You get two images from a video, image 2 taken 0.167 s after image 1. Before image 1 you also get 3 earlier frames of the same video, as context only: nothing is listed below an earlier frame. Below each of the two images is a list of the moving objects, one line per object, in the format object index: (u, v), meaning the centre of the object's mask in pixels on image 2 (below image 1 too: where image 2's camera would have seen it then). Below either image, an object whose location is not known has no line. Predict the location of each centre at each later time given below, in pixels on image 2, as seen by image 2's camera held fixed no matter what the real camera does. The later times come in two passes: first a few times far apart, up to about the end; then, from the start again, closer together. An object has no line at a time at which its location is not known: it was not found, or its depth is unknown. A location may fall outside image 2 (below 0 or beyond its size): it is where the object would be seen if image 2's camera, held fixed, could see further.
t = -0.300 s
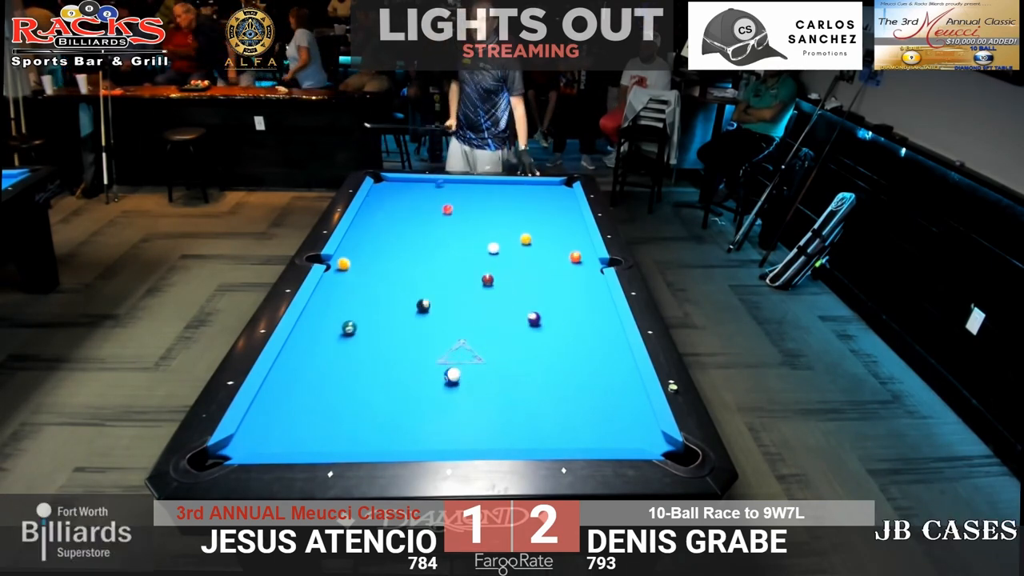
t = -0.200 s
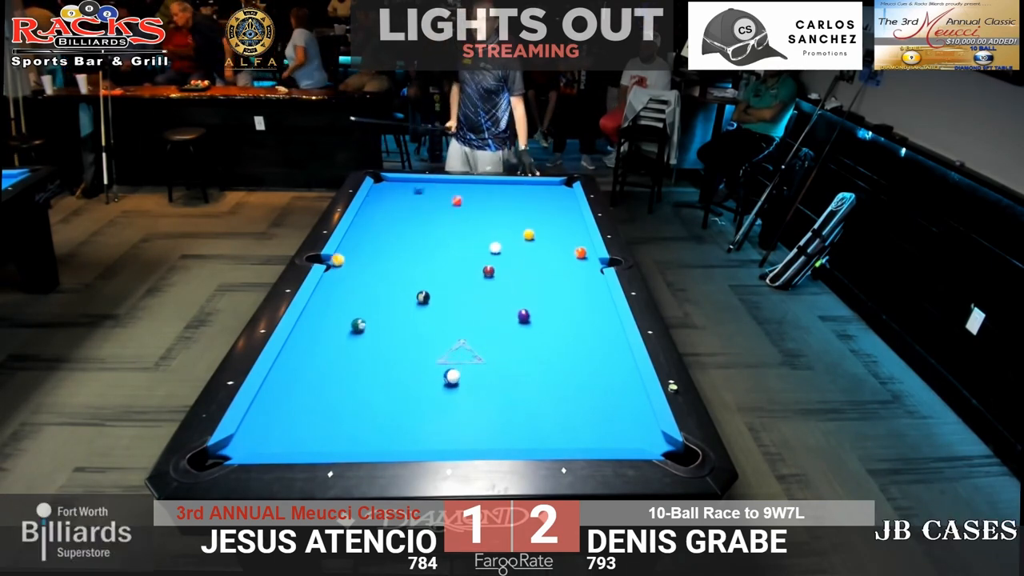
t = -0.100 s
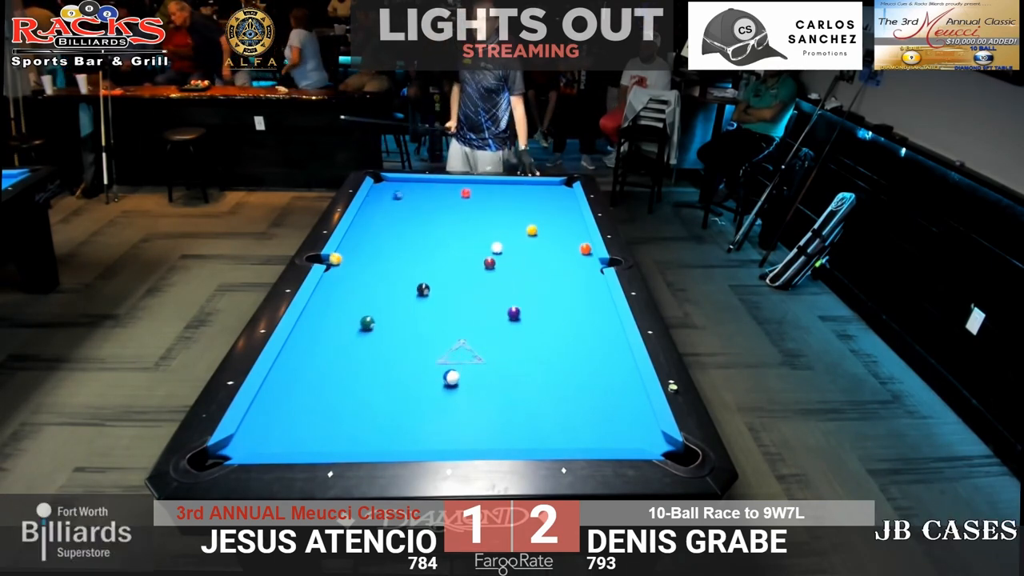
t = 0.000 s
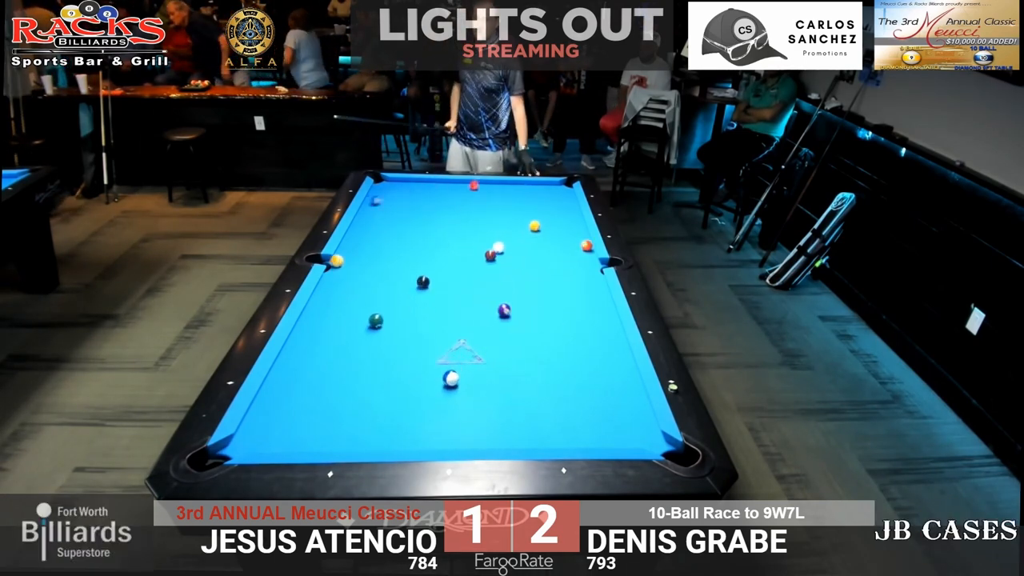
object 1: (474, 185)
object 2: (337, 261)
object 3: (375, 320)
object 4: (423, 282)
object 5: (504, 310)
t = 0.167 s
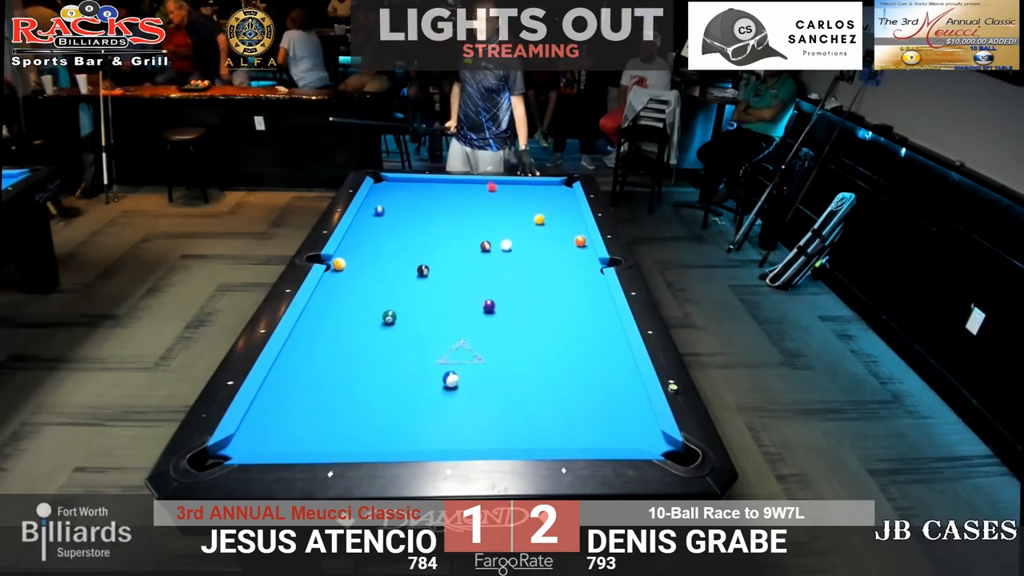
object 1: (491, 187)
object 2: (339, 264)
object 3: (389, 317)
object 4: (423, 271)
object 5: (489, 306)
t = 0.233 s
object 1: (500, 190)
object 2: (339, 265)
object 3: (394, 315)
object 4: (423, 266)
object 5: (483, 304)
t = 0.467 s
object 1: (530, 201)
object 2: (342, 269)
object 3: (411, 311)
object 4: (422, 252)
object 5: (463, 299)
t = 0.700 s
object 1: (537, 208)
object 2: (345, 273)
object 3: (426, 307)
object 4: (418, 251)
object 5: (444, 294)
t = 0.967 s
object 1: (538, 213)
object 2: (347, 277)
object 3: (442, 303)
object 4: (408, 261)
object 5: (425, 288)
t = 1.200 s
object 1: (539, 219)
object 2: (349, 280)
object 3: (455, 300)
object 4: (400, 269)
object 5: (409, 284)
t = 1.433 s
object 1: (532, 220)
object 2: (350, 283)
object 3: (466, 297)
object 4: (388, 275)
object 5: (397, 282)
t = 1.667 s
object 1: (525, 226)
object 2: (352, 286)
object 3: (476, 294)
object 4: (372, 276)
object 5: (391, 286)
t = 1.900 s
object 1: (518, 229)
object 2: (353, 288)
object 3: (485, 292)
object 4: (357, 276)
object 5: (386, 289)
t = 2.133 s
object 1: (512, 232)
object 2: (354, 289)
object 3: (492, 289)
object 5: (381, 292)
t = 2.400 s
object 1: (505, 235)
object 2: (354, 290)
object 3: (500, 287)
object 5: (376, 294)
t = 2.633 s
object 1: (499, 238)
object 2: (354, 291)
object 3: (506, 285)
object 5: (373, 297)
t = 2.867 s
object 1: (494, 240)
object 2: (354, 291)
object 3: (511, 284)
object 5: (370, 298)
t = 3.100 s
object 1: (490, 243)
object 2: (354, 291)
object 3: (515, 283)
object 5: (368, 299)
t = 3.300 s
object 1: (486, 244)
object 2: (354, 291)
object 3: (518, 282)
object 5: (367, 300)
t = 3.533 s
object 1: (483, 246)
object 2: (354, 291)
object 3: (520, 281)
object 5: (366, 300)
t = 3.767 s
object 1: (480, 247)
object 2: (354, 291)
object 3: (522, 281)
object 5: (366, 300)
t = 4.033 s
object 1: (477, 249)
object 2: (354, 291)
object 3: (523, 280)
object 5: (367, 300)
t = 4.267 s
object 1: (476, 250)
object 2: (354, 291)
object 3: (523, 280)
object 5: (367, 300)
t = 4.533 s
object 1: (474, 251)
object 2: (354, 291)
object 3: (523, 280)
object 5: (367, 300)
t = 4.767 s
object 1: (474, 251)
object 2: (354, 291)
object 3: (523, 280)
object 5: (367, 300)
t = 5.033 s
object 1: (474, 251)
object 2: (354, 291)
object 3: (523, 281)
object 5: (367, 300)
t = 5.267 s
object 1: (474, 251)
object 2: (354, 291)
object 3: (523, 280)
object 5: (367, 300)
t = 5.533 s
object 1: (474, 251)
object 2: (354, 291)
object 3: (523, 281)
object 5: (367, 300)
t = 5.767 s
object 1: (474, 251)
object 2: (354, 291)
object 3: (523, 281)
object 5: (367, 300)
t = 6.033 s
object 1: (474, 251)
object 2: (354, 291)
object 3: (523, 281)
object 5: (367, 300)
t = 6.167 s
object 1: (474, 251)
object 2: (354, 291)
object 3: (523, 280)
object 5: (367, 300)
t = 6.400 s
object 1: (474, 251)
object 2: (354, 291)
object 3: (523, 280)
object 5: (367, 300)
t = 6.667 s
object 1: (474, 251)
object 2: (354, 291)
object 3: (523, 280)
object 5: (367, 300)
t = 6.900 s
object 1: (474, 251)
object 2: (354, 291)
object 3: (523, 281)
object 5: (367, 300)
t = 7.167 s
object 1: (474, 251)
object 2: (354, 291)
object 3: (523, 280)
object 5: (367, 300)
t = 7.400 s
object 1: (474, 251)
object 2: (354, 291)
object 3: (523, 280)
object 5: (367, 300)
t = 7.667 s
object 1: (474, 251)
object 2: (354, 291)
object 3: (523, 280)
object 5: (367, 300)
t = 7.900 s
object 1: (474, 251)
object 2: (354, 291)
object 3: (523, 281)
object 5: (367, 300)
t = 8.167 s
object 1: (474, 251)
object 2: (354, 291)
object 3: (523, 280)
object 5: (367, 300)
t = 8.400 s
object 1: (474, 251)
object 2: (354, 291)
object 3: (523, 281)
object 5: (367, 300)
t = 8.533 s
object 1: (474, 251)
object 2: (354, 291)
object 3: (523, 280)
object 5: (367, 300)
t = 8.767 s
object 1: (474, 251)
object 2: (354, 291)
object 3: (523, 281)
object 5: (367, 300)
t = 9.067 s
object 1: (474, 251)
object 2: (354, 291)
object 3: (523, 281)
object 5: (367, 300)
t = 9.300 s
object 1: (474, 251)
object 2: (354, 291)
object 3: (523, 280)
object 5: (367, 300)
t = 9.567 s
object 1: (474, 251)
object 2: (354, 291)
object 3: (523, 281)
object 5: (367, 300)
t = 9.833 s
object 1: (474, 251)
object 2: (354, 291)
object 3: (523, 281)
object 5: (367, 300)
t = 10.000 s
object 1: (474, 251)
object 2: (354, 291)
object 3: (523, 280)
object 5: (367, 300)
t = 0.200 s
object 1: (495, 188)
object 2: (339, 264)
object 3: (391, 316)
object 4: (423, 268)
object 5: (486, 305)
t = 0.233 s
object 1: (500, 190)
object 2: (339, 265)
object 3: (394, 315)
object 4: (423, 266)
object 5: (483, 304)
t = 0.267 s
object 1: (504, 191)
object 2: (340, 266)
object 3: (397, 315)
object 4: (422, 264)
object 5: (480, 304)
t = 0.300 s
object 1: (508, 193)
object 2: (340, 266)
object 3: (399, 314)
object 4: (422, 262)
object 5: (477, 303)
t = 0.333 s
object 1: (513, 195)
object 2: (341, 267)
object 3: (402, 313)
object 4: (422, 260)
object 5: (474, 302)
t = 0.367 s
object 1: (517, 196)
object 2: (341, 268)
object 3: (404, 313)
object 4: (422, 258)
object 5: (471, 301)
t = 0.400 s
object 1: (521, 198)
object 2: (341, 268)
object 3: (406, 312)
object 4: (422, 256)
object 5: (468, 300)
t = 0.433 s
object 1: (525, 200)
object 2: (342, 269)
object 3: (409, 312)
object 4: (422, 254)
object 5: (466, 300)
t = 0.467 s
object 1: (530, 201)
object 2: (342, 269)
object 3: (411, 311)
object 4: (422, 252)
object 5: (463, 299)
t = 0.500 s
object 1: (534, 203)
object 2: (343, 270)
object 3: (413, 310)
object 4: (422, 250)
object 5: (460, 298)
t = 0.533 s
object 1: (538, 205)
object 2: (343, 271)
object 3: (415, 310)
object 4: (422, 249)
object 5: (457, 297)
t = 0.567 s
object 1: (538, 205)
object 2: (343, 271)
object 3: (418, 309)
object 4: (423, 247)
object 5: (455, 297)
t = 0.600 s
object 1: (537, 206)
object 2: (344, 272)
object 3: (420, 309)
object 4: (422, 245)
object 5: (452, 296)
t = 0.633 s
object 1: (537, 206)
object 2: (344, 272)
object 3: (422, 308)
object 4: (421, 248)
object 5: (449, 295)
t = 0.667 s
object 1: (537, 207)
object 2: (345, 273)
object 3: (424, 307)
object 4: (419, 249)
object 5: (447, 295)
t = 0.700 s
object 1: (537, 208)
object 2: (345, 273)
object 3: (426, 307)
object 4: (418, 251)
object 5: (444, 294)
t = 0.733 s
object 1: (537, 208)
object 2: (345, 273)
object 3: (428, 306)
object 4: (417, 253)
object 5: (442, 293)
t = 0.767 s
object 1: (537, 209)
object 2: (345, 274)
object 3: (430, 306)
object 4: (415, 254)
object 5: (440, 292)
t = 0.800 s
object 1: (537, 210)
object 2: (346, 275)
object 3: (432, 305)
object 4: (414, 256)
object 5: (437, 291)
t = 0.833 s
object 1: (537, 211)
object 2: (346, 275)
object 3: (434, 305)
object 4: (413, 257)
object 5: (435, 290)
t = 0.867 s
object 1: (538, 211)
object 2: (346, 276)
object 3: (436, 304)
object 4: (411, 258)
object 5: (432, 290)
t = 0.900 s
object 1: (538, 212)
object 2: (347, 276)
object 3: (438, 304)
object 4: (410, 259)
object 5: (430, 289)
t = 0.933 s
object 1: (538, 213)
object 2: (347, 277)
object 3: (440, 303)
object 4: (409, 260)
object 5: (427, 289)
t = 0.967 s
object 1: (538, 213)
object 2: (347, 277)
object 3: (442, 303)
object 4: (408, 261)
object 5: (425, 288)
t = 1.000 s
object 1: (538, 214)
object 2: (347, 278)
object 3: (444, 302)
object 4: (407, 263)
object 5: (422, 287)
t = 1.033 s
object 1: (538, 215)
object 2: (348, 278)
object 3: (446, 302)
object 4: (405, 264)
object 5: (420, 287)
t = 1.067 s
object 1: (538, 216)
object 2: (348, 279)
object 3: (448, 301)
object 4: (404, 265)
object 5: (418, 286)
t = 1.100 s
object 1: (538, 216)
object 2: (348, 279)
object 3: (449, 301)
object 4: (403, 266)
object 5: (416, 285)
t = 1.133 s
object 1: (538, 217)
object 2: (348, 280)
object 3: (451, 300)
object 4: (402, 267)
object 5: (414, 285)
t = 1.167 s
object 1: (538, 218)
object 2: (349, 280)
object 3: (453, 300)
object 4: (401, 269)
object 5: (411, 285)
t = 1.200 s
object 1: (539, 219)
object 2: (349, 280)
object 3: (455, 300)
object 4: (400, 269)
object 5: (409, 284)
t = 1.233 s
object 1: (538, 219)
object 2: (349, 281)
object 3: (456, 299)
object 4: (398, 270)
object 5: (407, 283)
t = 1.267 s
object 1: (537, 220)
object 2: (349, 281)
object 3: (458, 299)
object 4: (397, 272)
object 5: (405, 283)
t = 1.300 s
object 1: (536, 220)
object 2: (350, 282)
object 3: (459, 298)
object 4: (395, 272)
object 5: (403, 282)
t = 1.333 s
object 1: (535, 221)
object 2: (350, 282)
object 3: (461, 298)
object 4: (394, 273)
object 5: (401, 281)
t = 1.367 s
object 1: (534, 221)
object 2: (350, 282)
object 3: (463, 298)
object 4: (392, 274)
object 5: (399, 281)
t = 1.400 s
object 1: (533, 221)
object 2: (350, 283)
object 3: (464, 297)
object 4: (390, 274)
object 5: (398, 281)
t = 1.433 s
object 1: (532, 220)
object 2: (350, 283)
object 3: (466, 297)
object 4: (388, 275)
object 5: (397, 282)
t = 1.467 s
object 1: (530, 222)
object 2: (351, 283)
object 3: (467, 296)
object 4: (386, 275)
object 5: (396, 282)
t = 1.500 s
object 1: (529, 223)
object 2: (351, 284)
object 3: (469, 296)
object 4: (383, 275)
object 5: (395, 283)
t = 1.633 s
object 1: (526, 225)
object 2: (352, 285)
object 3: (474, 294)
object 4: (374, 276)
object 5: (392, 285)
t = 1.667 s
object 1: (525, 226)
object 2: (352, 286)
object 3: (476, 294)
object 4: (372, 276)
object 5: (391, 286)
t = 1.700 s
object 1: (524, 226)
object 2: (352, 286)
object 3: (477, 293)
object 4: (370, 276)
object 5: (390, 286)
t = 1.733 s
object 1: (523, 226)
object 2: (352, 286)
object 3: (478, 293)
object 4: (368, 276)
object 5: (390, 286)
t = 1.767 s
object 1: (522, 227)
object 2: (352, 287)
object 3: (480, 293)
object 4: (366, 276)
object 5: (389, 287)
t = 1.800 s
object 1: (521, 227)
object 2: (352, 287)
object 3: (481, 292)
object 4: (364, 277)
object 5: (388, 287)
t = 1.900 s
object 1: (518, 229)
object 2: (353, 288)
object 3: (485, 292)
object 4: (357, 276)
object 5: (386, 289)
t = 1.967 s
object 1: (516, 230)
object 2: (353, 289)
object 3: (487, 291)
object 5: (384, 290)
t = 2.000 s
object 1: (515, 230)
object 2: (353, 289)
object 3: (488, 291)
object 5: (384, 290)
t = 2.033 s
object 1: (514, 231)
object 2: (353, 289)
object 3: (489, 290)
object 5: (383, 290)
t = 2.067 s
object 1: (513, 231)
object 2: (354, 289)
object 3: (490, 290)
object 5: (382, 291)
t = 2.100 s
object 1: (513, 231)
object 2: (354, 289)
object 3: (492, 290)
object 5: (382, 291)
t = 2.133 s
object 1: (512, 232)
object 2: (354, 289)
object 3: (492, 289)
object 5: (381, 292)
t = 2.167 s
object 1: (511, 232)
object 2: (354, 289)
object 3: (494, 289)
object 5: (380, 292)
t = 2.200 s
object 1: (510, 233)
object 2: (354, 289)
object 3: (494, 289)
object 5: (380, 292)
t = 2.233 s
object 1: (509, 233)
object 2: (354, 290)
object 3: (496, 289)
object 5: (379, 293)
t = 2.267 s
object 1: (508, 233)
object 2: (354, 290)
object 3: (497, 288)
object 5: (378, 293)
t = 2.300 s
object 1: (507, 234)
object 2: (354, 290)
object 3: (497, 288)
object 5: (378, 293)
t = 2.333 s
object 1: (506, 234)
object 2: (354, 290)
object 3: (498, 288)
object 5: (377, 294)
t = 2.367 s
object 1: (506, 235)
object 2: (354, 290)
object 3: (499, 287)
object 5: (377, 294)
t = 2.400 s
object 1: (505, 235)
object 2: (354, 290)
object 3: (500, 287)
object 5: (376, 294)
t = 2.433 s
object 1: (504, 236)
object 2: (354, 291)
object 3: (501, 287)
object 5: (376, 295)
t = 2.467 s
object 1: (503, 236)
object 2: (354, 291)
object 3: (502, 287)
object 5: (375, 295)
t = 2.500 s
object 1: (502, 236)
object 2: (354, 291)
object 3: (503, 286)
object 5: (375, 295)
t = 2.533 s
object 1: (502, 237)
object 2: (354, 291)
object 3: (504, 286)
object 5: (374, 296)
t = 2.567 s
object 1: (501, 237)
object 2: (354, 291)
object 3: (505, 286)
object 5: (374, 296)
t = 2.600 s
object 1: (500, 237)
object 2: (354, 291)
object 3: (505, 286)
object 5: (373, 296)
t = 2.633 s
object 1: (499, 238)
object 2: (354, 291)
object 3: (506, 285)
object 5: (373, 297)
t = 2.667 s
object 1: (499, 238)
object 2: (354, 291)
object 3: (507, 285)
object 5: (372, 297)
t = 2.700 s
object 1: (498, 238)
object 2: (354, 291)
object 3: (508, 285)
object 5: (372, 297)
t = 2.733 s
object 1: (497, 239)
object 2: (354, 291)
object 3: (508, 285)
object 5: (371, 297)
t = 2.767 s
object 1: (496, 239)
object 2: (354, 291)
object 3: (509, 285)
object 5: (371, 297)
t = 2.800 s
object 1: (496, 239)
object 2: (354, 291)
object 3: (510, 284)
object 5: (371, 298)
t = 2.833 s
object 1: (495, 240)
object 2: (354, 291)
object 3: (511, 284)
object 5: (371, 298)
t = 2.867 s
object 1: (494, 240)
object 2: (354, 291)
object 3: (511, 284)
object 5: (370, 298)
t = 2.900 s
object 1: (494, 240)
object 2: (354, 291)
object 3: (512, 284)
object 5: (370, 298)
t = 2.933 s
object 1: (493, 241)
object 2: (354, 291)
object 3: (512, 284)
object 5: (369, 298)
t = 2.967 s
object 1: (492, 241)
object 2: (354, 291)
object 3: (513, 284)
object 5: (369, 298)
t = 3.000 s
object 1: (492, 241)
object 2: (354, 291)
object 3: (514, 283)
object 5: (369, 299)
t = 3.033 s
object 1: (491, 242)
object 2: (354, 291)
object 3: (514, 283)
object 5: (369, 299)
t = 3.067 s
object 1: (490, 242)
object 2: (354, 291)
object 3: (515, 283)
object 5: (368, 299)
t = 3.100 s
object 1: (490, 243)
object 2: (354, 291)
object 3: (515, 283)
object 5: (368, 299)
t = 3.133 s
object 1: (489, 243)
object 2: (354, 291)
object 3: (516, 283)
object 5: (368, 299)
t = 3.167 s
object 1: (489, 243)
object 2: (354, 291)
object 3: (516, 283)
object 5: (368, 299)
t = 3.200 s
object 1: (488, 243)
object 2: (354, 291)
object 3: (516, 283)
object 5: (367, 299)
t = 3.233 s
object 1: (488, 244)
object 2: (354, 291)
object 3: (517, 283)
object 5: (367, 300)
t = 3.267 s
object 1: (487, 244)
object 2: (354, 291)
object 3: (517, 282)
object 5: (367, 300)
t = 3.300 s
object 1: (486, 244)
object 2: (354, 291)
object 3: (518, 282)
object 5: (367, 300)
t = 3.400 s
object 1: (485, 245)
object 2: (354, 291)
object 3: (519, 282)
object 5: (366, 300)
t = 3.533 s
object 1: (483, 246)
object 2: (354, 291)
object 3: (520, 281)
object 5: (366, 300)
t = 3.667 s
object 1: (481, 247)
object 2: (354, 291)
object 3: (521, 281)
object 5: (366, 300)
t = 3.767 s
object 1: (480, 247)
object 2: (354, 291)
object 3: (522, 281)
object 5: (366, 300)
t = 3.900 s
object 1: (478, 248)
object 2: (354, 291)
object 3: (523, 281)
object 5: (366, 300)
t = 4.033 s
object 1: (477, 249)
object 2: (354, 291)
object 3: (523, 280)
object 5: (367, 300)
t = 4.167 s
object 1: (476, 250)
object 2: (354, 291)
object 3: (523, 281)
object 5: (367, 300)
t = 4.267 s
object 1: (476, 250)
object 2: (354, 291)
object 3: (523, 280)
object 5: (367, 300)
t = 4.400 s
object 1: (475, 250)
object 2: (354, 291)
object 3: (523, 281)
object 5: (367, 300)
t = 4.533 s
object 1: (474, 251)
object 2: (354, 291)
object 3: (523, 280)
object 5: (367, 300)
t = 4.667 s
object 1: (474, 251)
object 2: (354, 291)
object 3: (523, 280)
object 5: (367, 300)
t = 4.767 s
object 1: (474, 251)
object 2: (354, 291)
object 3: (523, 280)
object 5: (367, 300)
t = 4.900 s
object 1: (474, 251)
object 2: (354, 291)
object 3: (523, 281)
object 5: (367, 300)
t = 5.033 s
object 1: (474, 251)
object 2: (354, 291)
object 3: (523, 281)
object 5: (367, 300)
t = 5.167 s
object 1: (474, 251)
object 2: (354, 291)
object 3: (523, 281)
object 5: (367, 300)
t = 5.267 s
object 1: (474, 251)
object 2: (354, 291)
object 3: (523, 280)
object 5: (367, 300)
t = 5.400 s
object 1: (474, 251)
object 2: (354, 291)
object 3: (523, 280)
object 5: (367, 300)
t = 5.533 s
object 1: (474, 251)
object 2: (354, 291)
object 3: (523, 281)
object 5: (367, 300)
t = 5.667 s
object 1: (474, 251)
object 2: (354, 291)
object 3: (523, 281)
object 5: (367, 300)
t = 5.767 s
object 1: (474, 251)
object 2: (354, 291)
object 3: (523, 281)
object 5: (367, 300)
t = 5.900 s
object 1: (474, 251)
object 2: (354, 291)
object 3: (523, 281)
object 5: (367, 300)
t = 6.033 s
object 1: (474, 251)
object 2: (354, 291)
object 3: (523, 281)
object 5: (367, 300)
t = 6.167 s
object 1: (474, 251)
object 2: (354, 291)
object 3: (523, 280)
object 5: (367, 300)
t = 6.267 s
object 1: (474, 251)
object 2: (354, 291)
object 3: (523, 280)
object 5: (367, 300)
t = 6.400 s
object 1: (474, 251)
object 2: (354, 291)
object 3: (523, 280)
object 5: (367, 300)
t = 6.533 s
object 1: (474, 251)
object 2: (354, 291)
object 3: (523, 280)
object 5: (367, 300)
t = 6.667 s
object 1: (474, 251)
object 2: (354, 291)
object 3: (523, 280)
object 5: (367, 300)
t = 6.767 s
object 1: (474, 251)
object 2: (354, 291)
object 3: (523, 281)
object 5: (367, 300)
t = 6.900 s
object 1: (474, 251)
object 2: (354, 291)
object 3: (523, 281)
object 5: (367, 300)
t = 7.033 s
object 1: (474, 251)
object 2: (354, 291)
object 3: (523, 280)
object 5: (367, 300)
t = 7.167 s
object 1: (474, 251)
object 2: (354, 291)
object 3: (523, 280)
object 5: (367, 300)
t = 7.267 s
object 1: (474, 251)
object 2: (354, 291)
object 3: (523, 280)
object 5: (367, 300)
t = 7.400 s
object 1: (474, 251)
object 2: (354, 291)
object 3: (523, 280)
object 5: (367, 300)
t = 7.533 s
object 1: (474, 251)
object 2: (354, 291)
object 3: (523, 280)
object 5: (367, 300)
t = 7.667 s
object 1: (474, 251)
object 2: (354, 291)
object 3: (523, 280)
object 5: (367, 300)
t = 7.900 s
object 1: (474, 251)
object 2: (354, 291)
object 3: (523, 281)
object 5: (367, 300)
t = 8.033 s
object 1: (474, 251)
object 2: (354, 291)
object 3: (523, 281)
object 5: (367, 300)
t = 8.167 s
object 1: (474, 251)
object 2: (354, 291)
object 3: (523, 280)
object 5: (367, 300)
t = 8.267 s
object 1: (474, 251)
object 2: (354, 291)
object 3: (523, 281)
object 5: (367, 300)
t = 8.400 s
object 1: (474, 251)
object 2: (354, 291)
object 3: (523, 281)
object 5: (367, 300)
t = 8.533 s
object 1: (474, 251)
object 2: (354, 291)
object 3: (523, 280)
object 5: (367, 300)
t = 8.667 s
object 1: (474, 251)
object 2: (354, 291)
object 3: (523, 281)
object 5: (367, 300)
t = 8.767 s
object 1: (474, 251)
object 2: (354, 291)
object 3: (523, 281)
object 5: (367, 300)
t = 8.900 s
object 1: (474, 251)
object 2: (354, 291)
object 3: (523, 280)
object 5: (367, 300)
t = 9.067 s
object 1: (474, 251)
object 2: (354, 291)
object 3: (523, 281)
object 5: (367, 300)
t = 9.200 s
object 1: (474, 251)
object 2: (354, 291)
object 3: (523, 280)
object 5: (367, 300)
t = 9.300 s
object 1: (474, 251)
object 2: (354, 291)
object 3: (523, 280)
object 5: (367, 300)
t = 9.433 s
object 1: (474, 251)
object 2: (354, 291)
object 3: (523, 280)
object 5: (367, 300)
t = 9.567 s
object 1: (474, 251)
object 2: (354, 291)
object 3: (523, 281)
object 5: (367, 300)
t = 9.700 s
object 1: (474, 251)
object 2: (354, 291)
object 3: (523, 281)
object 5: (367, 300)
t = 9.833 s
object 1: (474, 251)
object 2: (354, 291)
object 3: (523, 281)
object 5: (367, 300)
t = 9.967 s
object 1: (474, 251)
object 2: (354, 291)
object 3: (523, 281)
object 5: (367, 300)
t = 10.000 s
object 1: (474, 251)
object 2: (354, 291)
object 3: (523, 280)
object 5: (367, 300)
